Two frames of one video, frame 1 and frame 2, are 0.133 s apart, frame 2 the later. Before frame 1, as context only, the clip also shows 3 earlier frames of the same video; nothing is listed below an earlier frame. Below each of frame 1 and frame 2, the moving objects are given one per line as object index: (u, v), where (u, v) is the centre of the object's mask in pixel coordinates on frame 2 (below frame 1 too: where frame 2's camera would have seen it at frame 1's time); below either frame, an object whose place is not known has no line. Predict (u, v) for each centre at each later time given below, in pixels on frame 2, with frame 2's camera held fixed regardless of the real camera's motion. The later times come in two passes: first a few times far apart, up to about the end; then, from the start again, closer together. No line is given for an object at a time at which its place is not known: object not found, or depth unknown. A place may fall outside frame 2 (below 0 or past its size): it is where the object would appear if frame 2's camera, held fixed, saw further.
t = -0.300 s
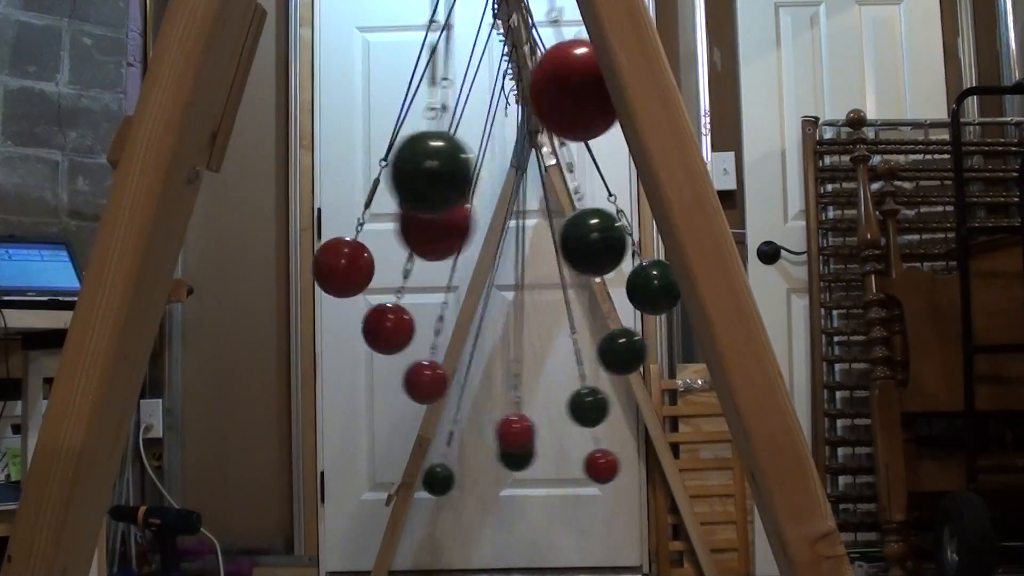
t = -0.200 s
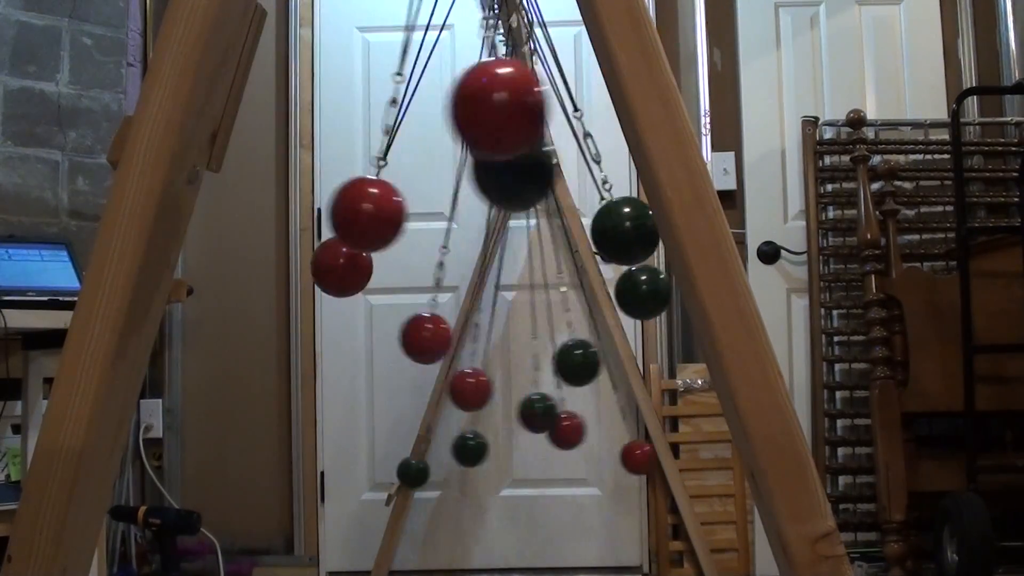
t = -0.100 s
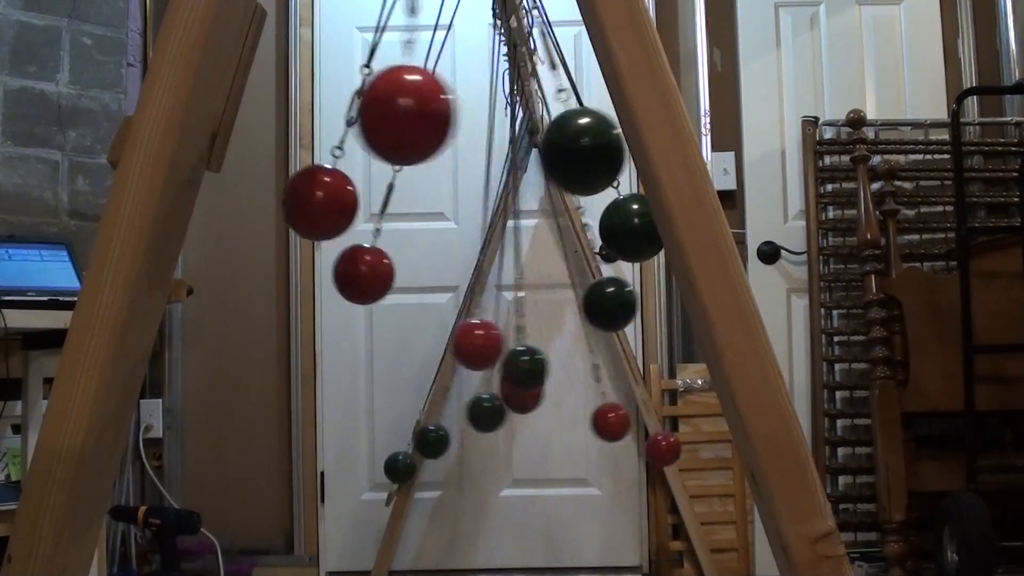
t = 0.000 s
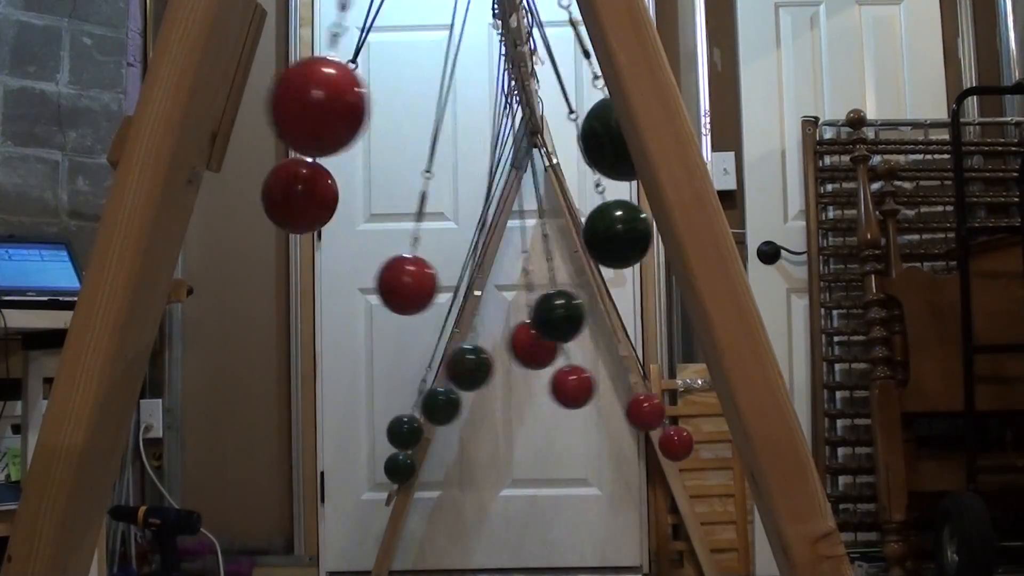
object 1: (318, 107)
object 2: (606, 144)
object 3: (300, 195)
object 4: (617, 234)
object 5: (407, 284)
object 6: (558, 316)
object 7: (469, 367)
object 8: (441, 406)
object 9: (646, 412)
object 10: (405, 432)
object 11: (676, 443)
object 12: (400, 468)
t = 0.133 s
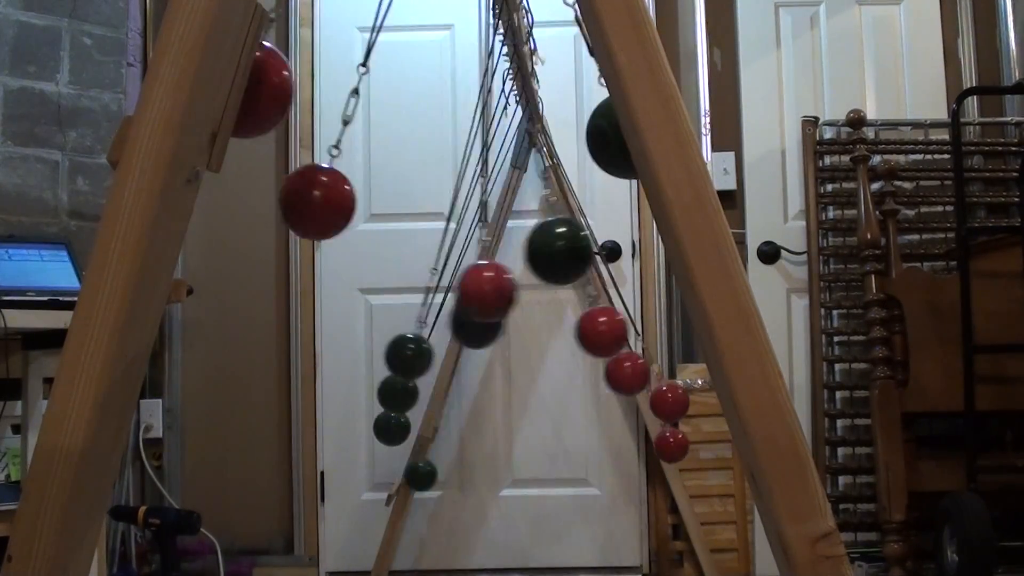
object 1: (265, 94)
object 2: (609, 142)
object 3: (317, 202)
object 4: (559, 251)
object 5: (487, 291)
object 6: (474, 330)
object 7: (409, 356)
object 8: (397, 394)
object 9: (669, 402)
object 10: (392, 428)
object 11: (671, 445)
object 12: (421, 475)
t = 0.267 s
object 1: (260, 92)
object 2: (578, 154)
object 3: (381, 217)
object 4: (476, 260)
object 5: (568, 281)
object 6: (404, 311)
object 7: (375, 347)
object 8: (383, 389)
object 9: (666, 404)
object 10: (405, 432)
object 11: (643, 456)
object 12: (462, 485)
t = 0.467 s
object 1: (337, 110)
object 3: (526, 216)
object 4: (365, 245)
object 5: (638, 259)
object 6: (351, 298)
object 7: (390, 351)
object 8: (417, 399)
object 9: (609, 422)
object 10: (471, 449)
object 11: (565, 471)
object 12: (547, 493)
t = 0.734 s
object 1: (566, 93)
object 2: (275, 146)
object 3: (623, 189)
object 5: (592, 275)
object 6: (418, 315)
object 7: (504, 372)
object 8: (544, 419)
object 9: (481, 431)
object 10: (597, 446)
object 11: (450, 464)
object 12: (652, 473)
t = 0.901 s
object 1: (595, 83)
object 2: (289, 151)
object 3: (606, 196)
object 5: (496, 290)
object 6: (521, 326)
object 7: (596, 358)
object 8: (619, 400)
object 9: (417, 417)
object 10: (656, 430)
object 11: (408, 452)
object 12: (680, 463)
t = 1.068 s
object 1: (579, 90)
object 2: (385, 171)
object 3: (506, 220)
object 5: (398, 281)
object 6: (607, 304)
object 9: (389, 409)
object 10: (677, 422)
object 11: (402, 450)
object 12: (673, 466)
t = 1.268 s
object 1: (431, 115)
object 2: (543, 162)
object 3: (366, 213)
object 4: (617, 234)
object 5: (341, 269)
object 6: (652, 288)
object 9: (413, 416)
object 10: (649, 433)
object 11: (444, 462)
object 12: (618, 483)
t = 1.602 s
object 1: (260, 92)
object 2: (603, 145)
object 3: (321, 203)
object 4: (572, 247)
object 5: (448, 290)
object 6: (542, 318)
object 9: (558, 431)
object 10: (505, 452)
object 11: (586, 468)
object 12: (474, 487)
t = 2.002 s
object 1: (462, 113)
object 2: (345, 165)
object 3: (571, 207)
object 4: (353, 243)
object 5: (637, 259)
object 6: (357, 299)
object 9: (670, 402)
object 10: (393, 428)
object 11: (675, 444)
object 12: (401, 469)
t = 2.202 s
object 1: (585, 87)
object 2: (273, 145)
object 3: (622, 189)
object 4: (342, 240)
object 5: (616, 268)
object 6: (375, 304)
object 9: (638, 414)
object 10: (420, 437)
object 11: (642, 455)
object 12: (440, 480)
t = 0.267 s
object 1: (260, 92)
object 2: (578, 154)
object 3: (381, 217)
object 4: (476, 260)
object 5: (568, 281)
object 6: (404, 311)
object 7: (375, 347)
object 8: (383, 389)
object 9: (666, 404)
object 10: (405, 432)
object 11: (643, 456)
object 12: (462, 485)
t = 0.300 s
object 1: (263, 94)
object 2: (556, 159)
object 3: (403, 220)
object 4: (456, 260)
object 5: (585, 276)
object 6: (390, 307)
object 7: (372, 347)
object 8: (384, 389)
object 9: (661, 406)
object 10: (412, 435)
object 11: (633, 459)
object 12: (474, 487)
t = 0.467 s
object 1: (337, 110)
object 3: (526, 216)
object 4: (365, 245)
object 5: (638, 259)
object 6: (351, 298)
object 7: (390, 351)
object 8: (417, 399)
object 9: (609, 422)
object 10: (471, 449)
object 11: (565, 471)
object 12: (547, 493)
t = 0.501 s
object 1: (365, 113)
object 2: (403, 178)
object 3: (549, 212)
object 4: (353, 242)
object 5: (641, 258)
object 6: (352, 298)
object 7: (400, 354)
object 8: (429, 403)
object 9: (595, 425)
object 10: (486, 451)
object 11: (550, 472)
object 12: (566, 494)
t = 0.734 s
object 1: (566, 93)
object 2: (275, 146)
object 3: (623, 189)
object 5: (592, 275)
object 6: (418, 315)
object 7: (504, 372)
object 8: (544, 419)
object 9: (481, 431)
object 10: (597, 446)
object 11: (450, 464)
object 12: (652, 473)
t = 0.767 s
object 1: (577, 90)
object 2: (271, 145)
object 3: (623, 189)
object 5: (575, 279)
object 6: (435, 318)
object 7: (533, 372)
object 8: (558, 411)
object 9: (466, 429)
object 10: (611, 443)
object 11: (439, 461)
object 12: (661, 470)
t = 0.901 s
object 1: (595, 83)
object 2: (289, 151)
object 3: (606, 196)
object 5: (496, 290)
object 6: (521, 326)
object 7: (596, 358)
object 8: (619, 400)
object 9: (417, 417)
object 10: (656, 430)
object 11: (408, 452)
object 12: (680, 463)
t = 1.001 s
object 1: (591, 85)
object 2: (339, 164)
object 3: (552, 212)
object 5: (432, 289)
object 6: (574, 313)
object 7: (634, 347)
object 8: (650, 389)
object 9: (394, 411)
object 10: (673, 423)
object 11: (400, 449)
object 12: (680, 463)
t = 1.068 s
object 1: (579, 90)
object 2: (385, 171)
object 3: (506, 220)
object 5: (398, 281)
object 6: (607, 304)
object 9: (389, 409)
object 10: (677, 422)
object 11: (402, 450)
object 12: (673, 466)
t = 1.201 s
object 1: (494, 110)
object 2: (494, 181)
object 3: (407, 220)
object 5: (350, 269)
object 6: (647, 290)
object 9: (399, 411)
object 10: (665, 427)
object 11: (425, 457)
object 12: (641, 477)
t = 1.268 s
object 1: (431, 115)
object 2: (543, 162)
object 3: (366, 213)
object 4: (617, 234)
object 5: (341, 269)
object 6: (652, 288)
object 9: (413, 416)
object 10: (649, 433)
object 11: (444, 462)
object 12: (618, 483)
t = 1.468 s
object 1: (279, 98)
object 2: (609, 142)
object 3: (302, 196)
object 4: (622, 232)
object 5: (378, 278)
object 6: (611, 303)
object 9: (492, 431)
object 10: (570, 450)
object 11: (526, 472)
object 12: (534, 496)
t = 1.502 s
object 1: (271, 96)
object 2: (610, 142)
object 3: (302, 196)
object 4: (613, 235)
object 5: (393, 282)
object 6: (596, 308)
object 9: (508, 432)
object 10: (554, 452)
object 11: (539, 475)
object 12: (517, 492)
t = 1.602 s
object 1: (260, 92)
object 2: (603, 145)
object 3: (321, 203)
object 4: (572, 247)
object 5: (448, 290)
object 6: (542, 318)
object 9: (558, 431)
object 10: (505, 452)
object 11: (586, 468)
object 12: (474, 487)
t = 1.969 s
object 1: (432, 115)
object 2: (367, 169)
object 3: (552, 212)
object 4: (364, 246)
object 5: (632, 261)
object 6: (362, 301)
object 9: (669, 402)
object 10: (394, 428)
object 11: (675, 444)
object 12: (400, 468)
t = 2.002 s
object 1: (462, 113)
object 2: (345, 165)
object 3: (571, 207)
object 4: (353, 243)
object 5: (637, 259)
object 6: (357, 299)
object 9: (670, 402)
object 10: (393, 428)
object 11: (675, 444)
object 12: (401, 469)
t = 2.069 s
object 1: (520, 104)
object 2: (307, 156)
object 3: (605, 196)
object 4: (338, 238)
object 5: (639, 258)
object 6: (353, 297)
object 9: (666, 404)
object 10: (396, 429)
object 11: (670, 446)
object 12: (409, 471)
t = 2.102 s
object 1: (546, 99)
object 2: (294, 152)
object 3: (613, 193)
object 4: (335, 238)
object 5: (638, 260)
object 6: (355, 297)
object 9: (662, 405)
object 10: (399, 430)
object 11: (665, 448)
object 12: (415, 473)
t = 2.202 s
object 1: (585, 87)
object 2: (273, 145)
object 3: (622, 189)
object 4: (342, 240)
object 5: (616, 268)
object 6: (375, 304)
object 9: (638, 414)
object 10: (420, 437)
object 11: (642, 455)
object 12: (440, 480)
